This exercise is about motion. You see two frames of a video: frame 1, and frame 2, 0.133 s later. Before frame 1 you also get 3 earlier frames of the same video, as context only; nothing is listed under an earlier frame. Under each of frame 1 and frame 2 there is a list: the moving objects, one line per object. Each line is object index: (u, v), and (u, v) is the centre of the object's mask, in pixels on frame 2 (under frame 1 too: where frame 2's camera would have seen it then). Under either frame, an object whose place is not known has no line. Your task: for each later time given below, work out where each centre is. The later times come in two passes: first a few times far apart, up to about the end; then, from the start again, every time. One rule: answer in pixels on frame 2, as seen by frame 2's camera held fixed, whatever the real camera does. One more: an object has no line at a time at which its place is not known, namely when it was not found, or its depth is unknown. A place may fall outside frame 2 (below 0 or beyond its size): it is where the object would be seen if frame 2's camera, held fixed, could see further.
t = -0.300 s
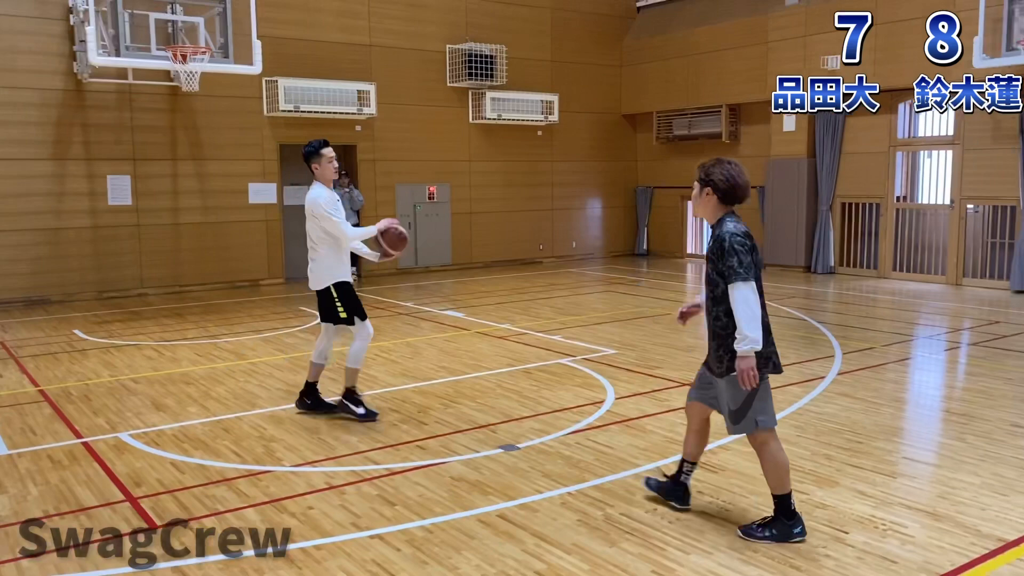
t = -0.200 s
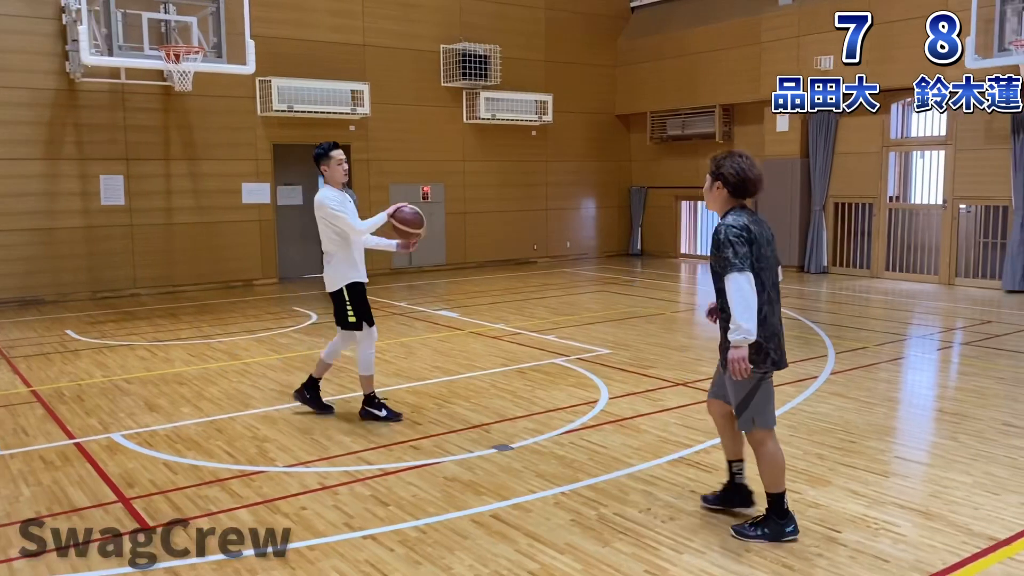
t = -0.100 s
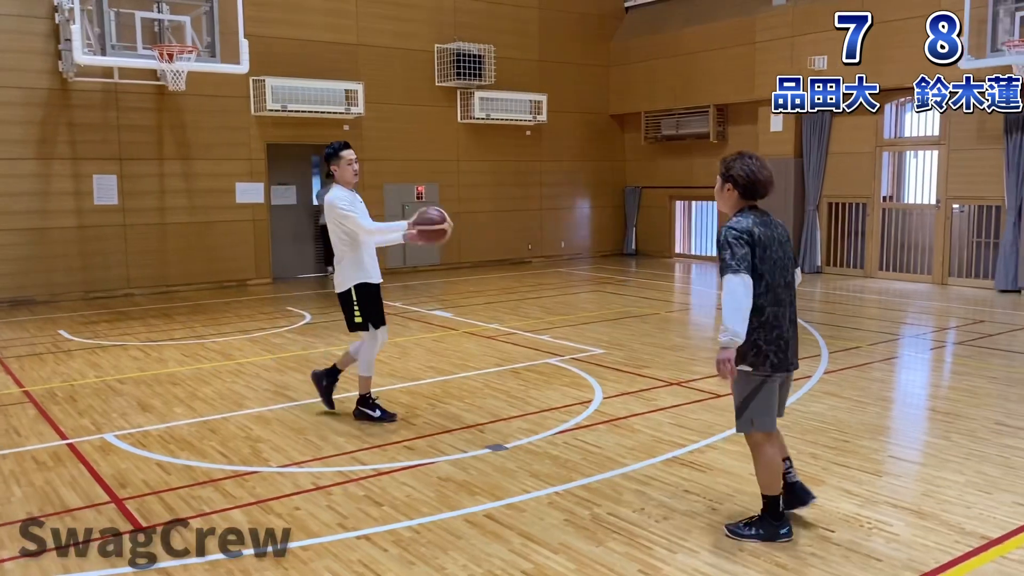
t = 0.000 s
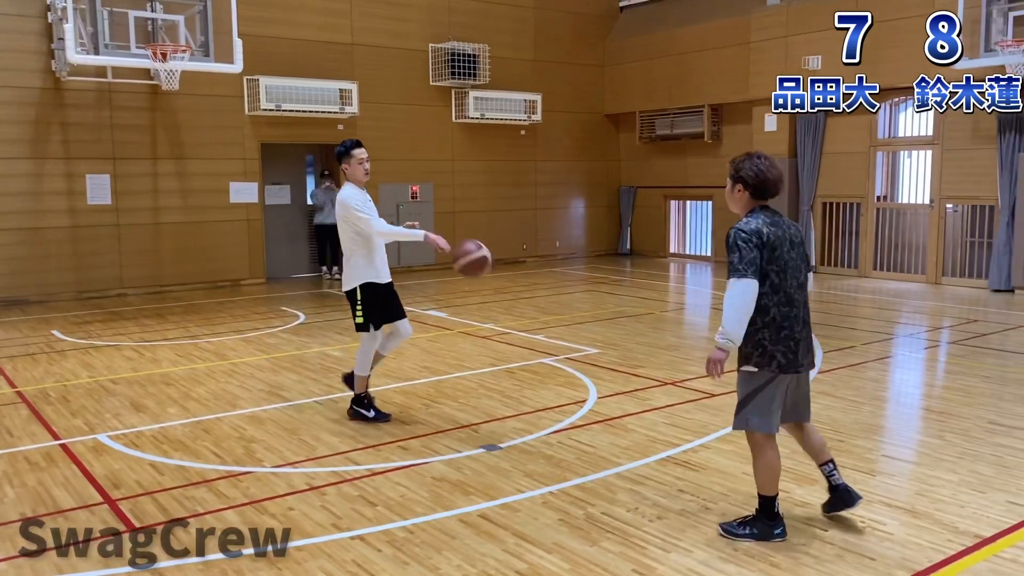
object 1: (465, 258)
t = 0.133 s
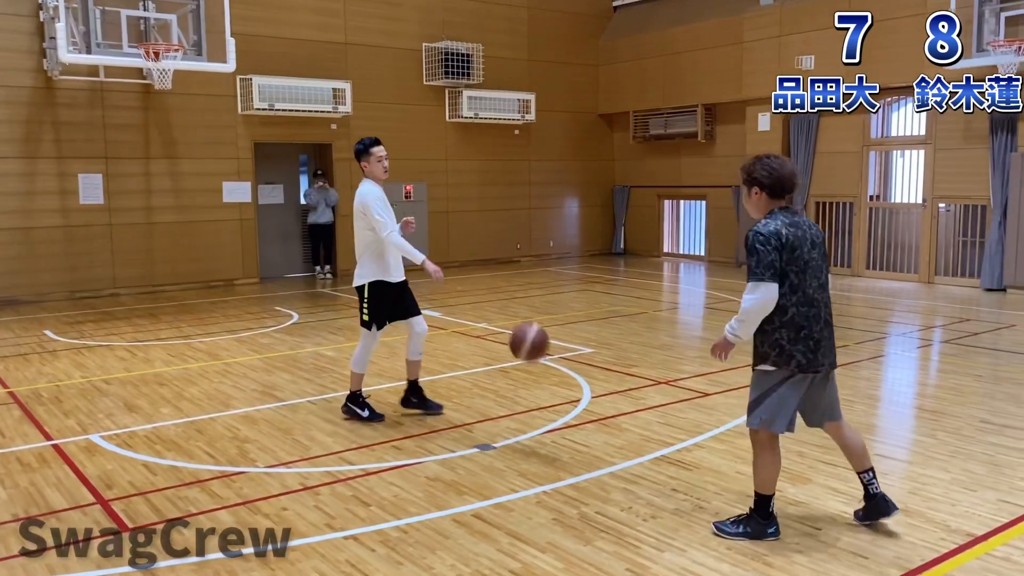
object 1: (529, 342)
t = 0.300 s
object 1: (608, 427)
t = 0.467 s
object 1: (659, 347)
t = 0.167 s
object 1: (547, 369)
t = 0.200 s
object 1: (565, 398)
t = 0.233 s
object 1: (584, 434)
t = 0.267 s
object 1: (599, 448)
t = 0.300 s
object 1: (608, 427)
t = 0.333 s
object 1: (617, 407)
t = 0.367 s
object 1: (627, 390)
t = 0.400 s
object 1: (638, 374)
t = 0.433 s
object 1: (648, 359)
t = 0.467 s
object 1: (659, 347)
